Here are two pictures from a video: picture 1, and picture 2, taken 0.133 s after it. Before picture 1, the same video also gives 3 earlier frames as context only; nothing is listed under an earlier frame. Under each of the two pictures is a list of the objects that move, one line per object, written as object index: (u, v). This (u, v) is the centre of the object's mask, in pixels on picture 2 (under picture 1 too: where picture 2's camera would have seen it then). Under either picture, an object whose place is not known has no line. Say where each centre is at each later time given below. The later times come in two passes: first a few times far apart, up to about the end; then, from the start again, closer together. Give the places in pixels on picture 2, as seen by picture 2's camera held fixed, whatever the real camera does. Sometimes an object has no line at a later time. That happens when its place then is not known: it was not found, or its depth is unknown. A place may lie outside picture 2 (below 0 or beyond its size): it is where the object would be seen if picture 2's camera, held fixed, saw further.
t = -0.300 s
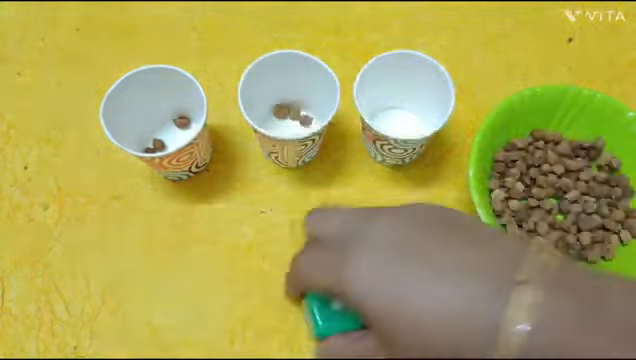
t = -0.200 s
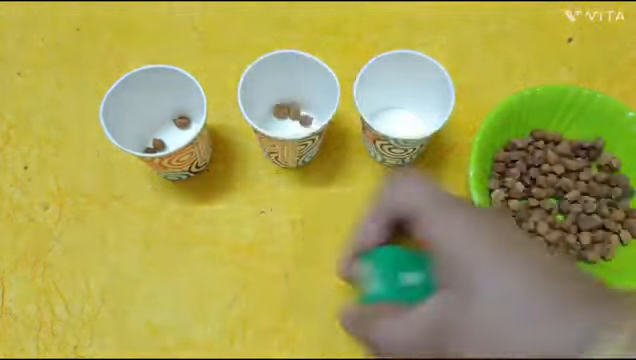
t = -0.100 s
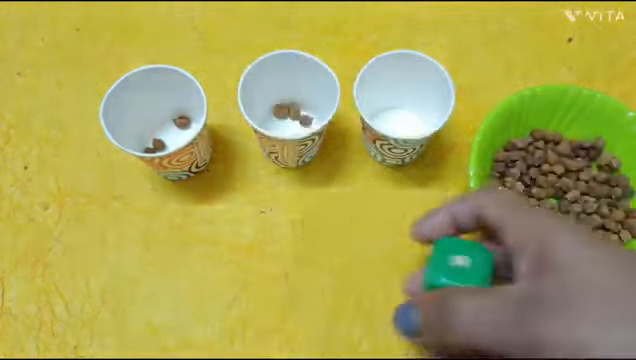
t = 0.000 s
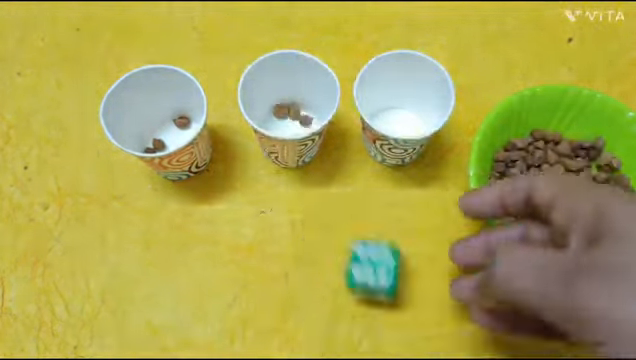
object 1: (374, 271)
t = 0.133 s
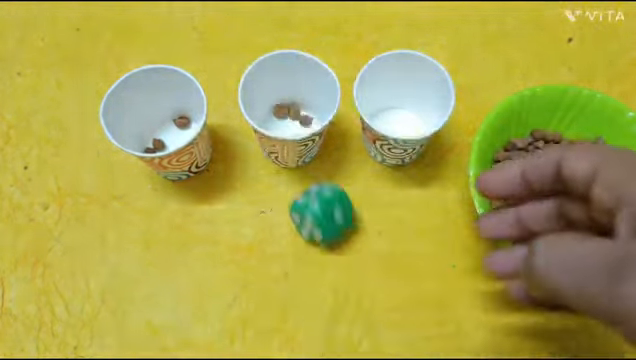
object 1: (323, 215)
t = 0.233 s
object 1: (297, 186)
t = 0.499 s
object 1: (248, 174)
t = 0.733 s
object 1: (232, 190)
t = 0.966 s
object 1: (232, 190)
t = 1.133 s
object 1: (232, 190)
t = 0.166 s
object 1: (320, 205)
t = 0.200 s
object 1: (304, 188)
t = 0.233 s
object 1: (297, 186)
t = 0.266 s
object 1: (280, 185)
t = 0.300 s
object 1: (275, 185)
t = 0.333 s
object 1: (267, 179)
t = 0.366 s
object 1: (263, 177)
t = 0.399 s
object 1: (258, 173)
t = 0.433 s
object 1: (252, 169)
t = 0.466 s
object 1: (250, 169)
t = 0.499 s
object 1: (248, 174)
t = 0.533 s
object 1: (246, 178)
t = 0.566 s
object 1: (234, 187)
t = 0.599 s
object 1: (232, 190)
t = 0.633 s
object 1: (232, 190)
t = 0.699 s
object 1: (232, 190)
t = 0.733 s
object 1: (232, 190)
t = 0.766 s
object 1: (232, 190)
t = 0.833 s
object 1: (232, 190)
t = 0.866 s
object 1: (232, 190)
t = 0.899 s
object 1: (232, 190)
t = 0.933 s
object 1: (232, 190)
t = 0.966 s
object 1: (232, 190)
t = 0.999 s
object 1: (232, 190)
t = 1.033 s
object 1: (232, 190)
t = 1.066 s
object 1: (232, 190)
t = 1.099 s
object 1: (232, 190)
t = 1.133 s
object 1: (232, 190)
